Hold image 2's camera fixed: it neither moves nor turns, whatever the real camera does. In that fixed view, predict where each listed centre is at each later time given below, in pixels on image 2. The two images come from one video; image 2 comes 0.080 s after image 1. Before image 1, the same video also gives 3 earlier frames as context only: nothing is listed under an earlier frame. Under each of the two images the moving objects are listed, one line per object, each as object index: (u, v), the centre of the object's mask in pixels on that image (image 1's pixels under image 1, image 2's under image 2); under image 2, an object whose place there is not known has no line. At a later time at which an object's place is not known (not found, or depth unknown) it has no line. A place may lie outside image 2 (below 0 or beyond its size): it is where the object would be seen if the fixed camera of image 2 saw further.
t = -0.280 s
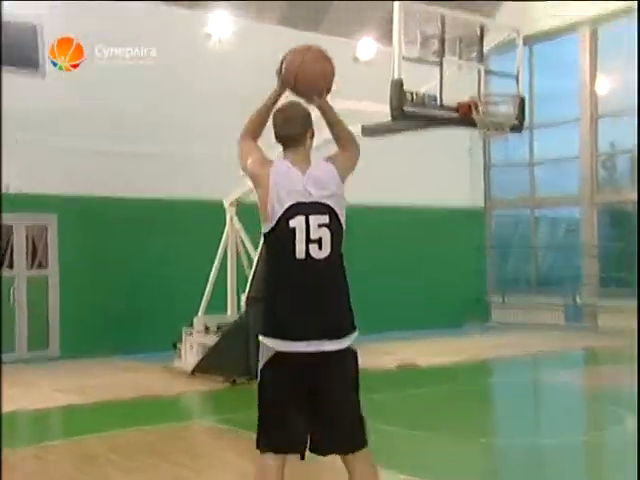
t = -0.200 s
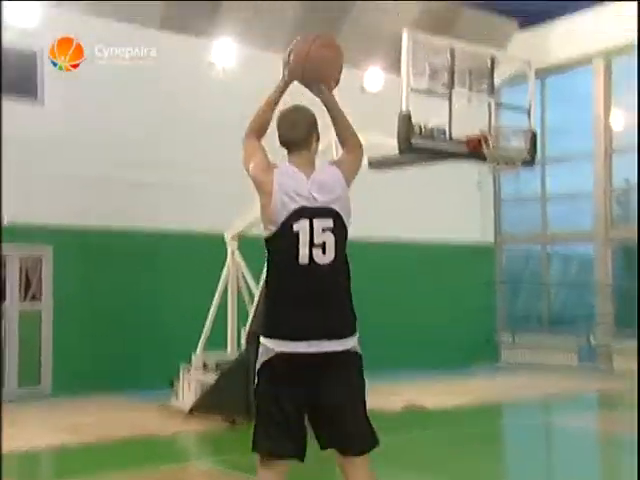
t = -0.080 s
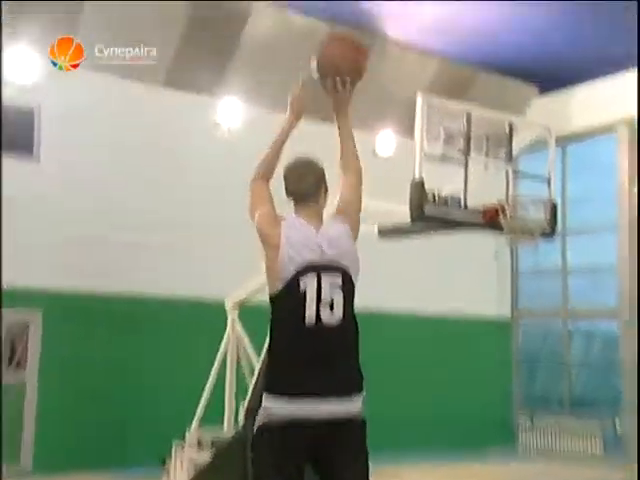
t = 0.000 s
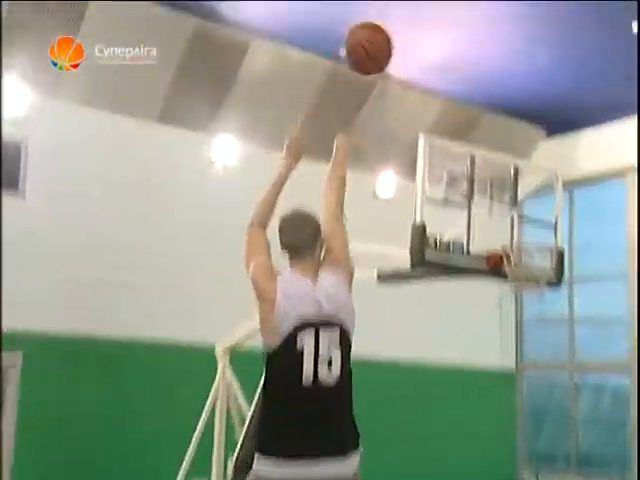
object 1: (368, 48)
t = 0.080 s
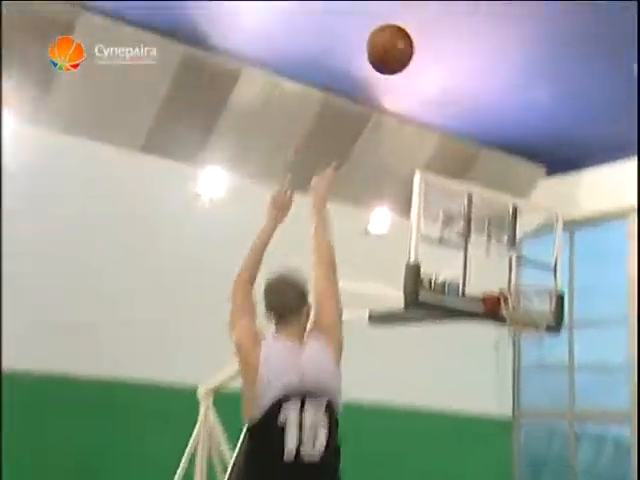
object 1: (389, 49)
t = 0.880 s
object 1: (516, 265)
